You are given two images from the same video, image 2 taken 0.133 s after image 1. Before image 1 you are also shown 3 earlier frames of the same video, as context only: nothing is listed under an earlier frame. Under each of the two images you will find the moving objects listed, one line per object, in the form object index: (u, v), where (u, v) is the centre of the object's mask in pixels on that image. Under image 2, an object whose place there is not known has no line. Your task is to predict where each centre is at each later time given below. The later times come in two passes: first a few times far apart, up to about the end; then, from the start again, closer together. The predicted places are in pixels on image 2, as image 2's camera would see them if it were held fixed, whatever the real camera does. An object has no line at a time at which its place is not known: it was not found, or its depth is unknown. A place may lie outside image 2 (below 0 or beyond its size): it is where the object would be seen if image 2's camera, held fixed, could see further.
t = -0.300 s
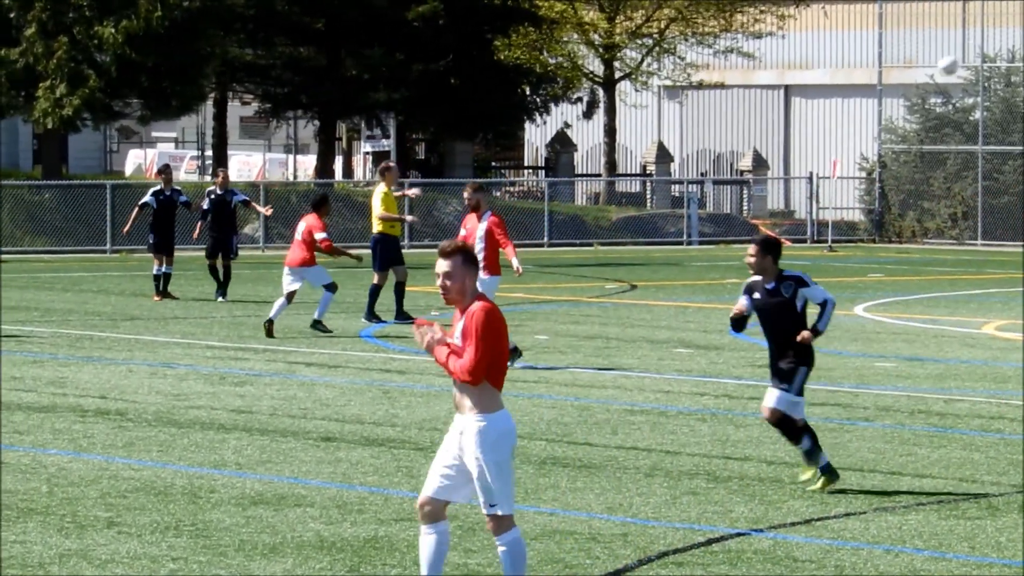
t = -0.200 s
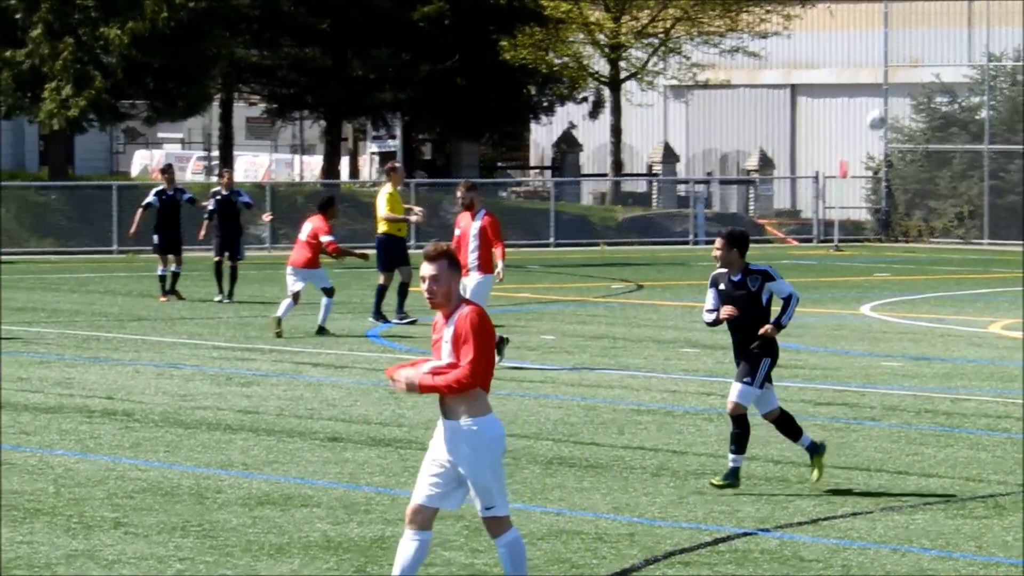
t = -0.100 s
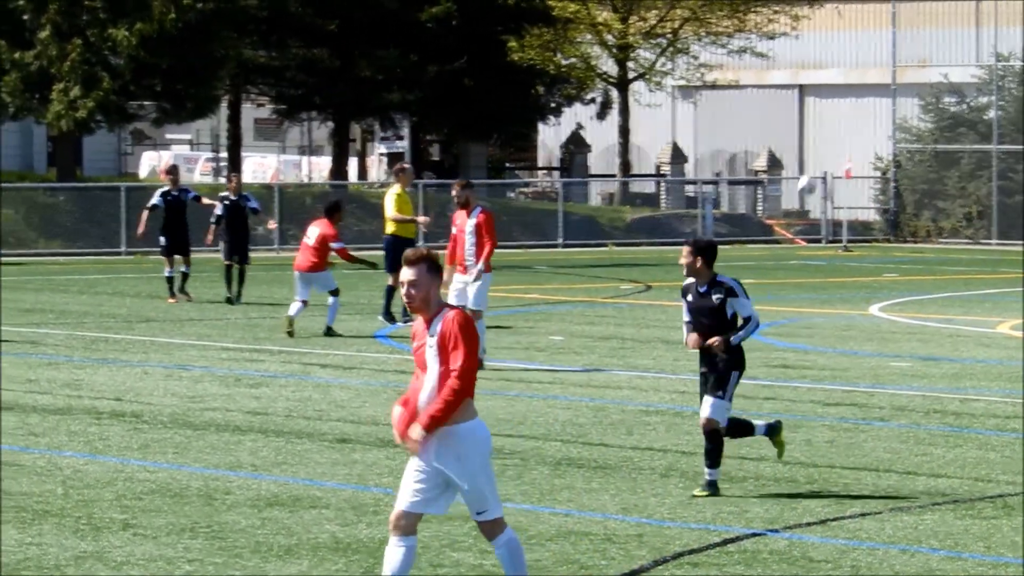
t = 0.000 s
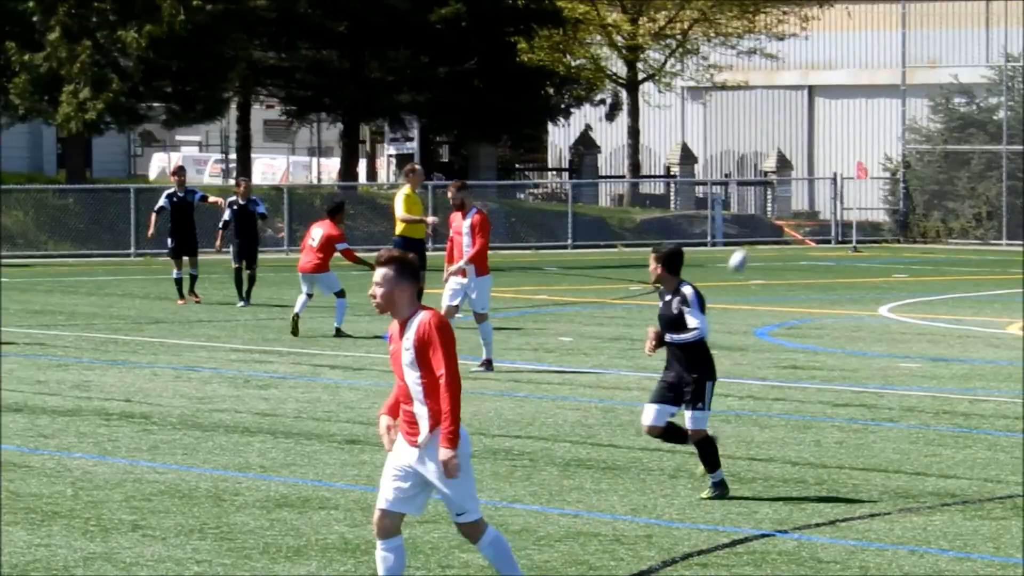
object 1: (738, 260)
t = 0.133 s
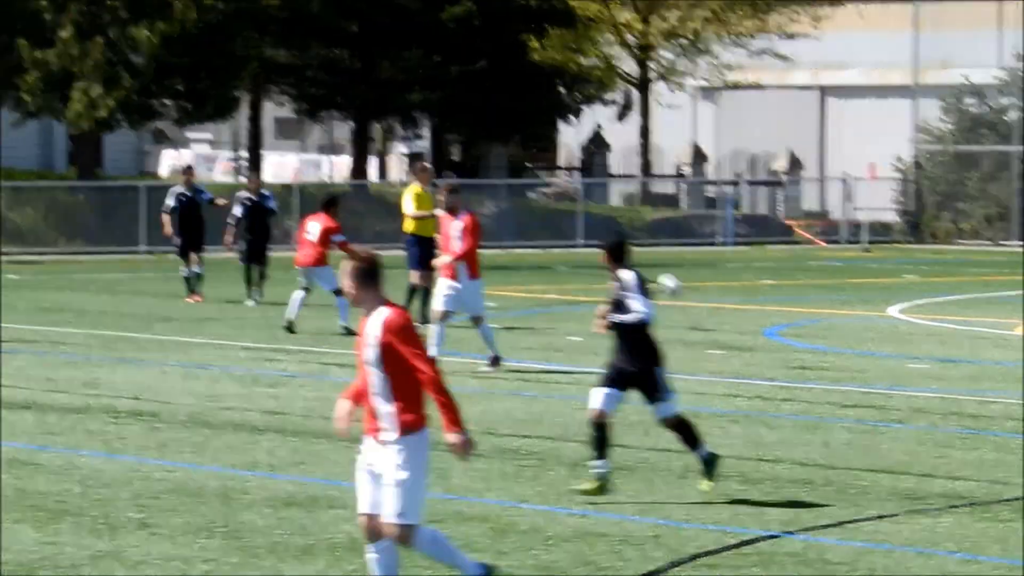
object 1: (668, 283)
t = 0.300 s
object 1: (610, 194)
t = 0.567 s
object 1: (507, 100)
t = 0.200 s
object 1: (646, 244)
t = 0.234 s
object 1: (634, 227)
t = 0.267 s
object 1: (622, 209)
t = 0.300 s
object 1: (610, 194)
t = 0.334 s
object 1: (598, 179)
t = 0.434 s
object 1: (560, 144)
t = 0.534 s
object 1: (519, 111)
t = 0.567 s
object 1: (507, 100)
